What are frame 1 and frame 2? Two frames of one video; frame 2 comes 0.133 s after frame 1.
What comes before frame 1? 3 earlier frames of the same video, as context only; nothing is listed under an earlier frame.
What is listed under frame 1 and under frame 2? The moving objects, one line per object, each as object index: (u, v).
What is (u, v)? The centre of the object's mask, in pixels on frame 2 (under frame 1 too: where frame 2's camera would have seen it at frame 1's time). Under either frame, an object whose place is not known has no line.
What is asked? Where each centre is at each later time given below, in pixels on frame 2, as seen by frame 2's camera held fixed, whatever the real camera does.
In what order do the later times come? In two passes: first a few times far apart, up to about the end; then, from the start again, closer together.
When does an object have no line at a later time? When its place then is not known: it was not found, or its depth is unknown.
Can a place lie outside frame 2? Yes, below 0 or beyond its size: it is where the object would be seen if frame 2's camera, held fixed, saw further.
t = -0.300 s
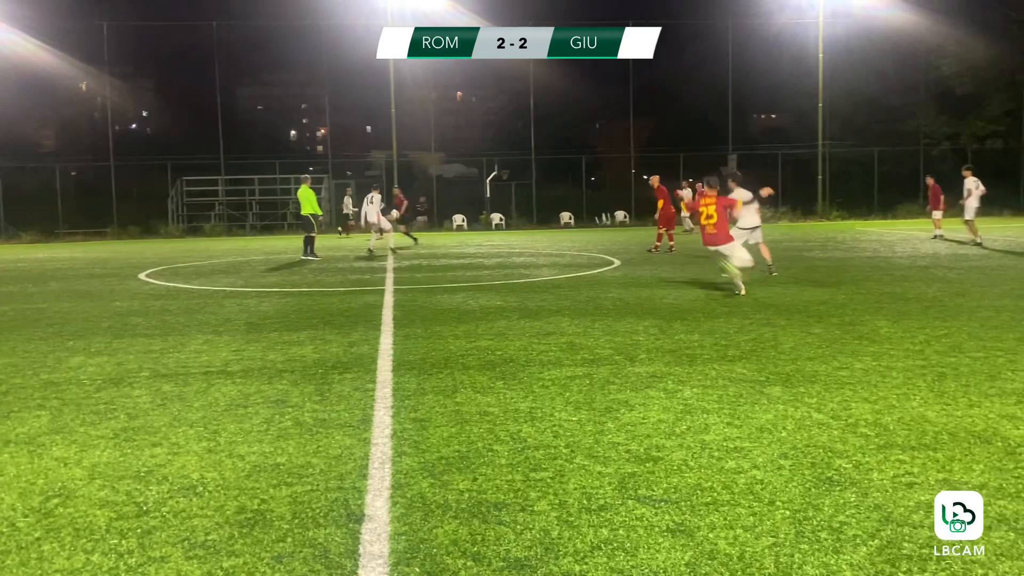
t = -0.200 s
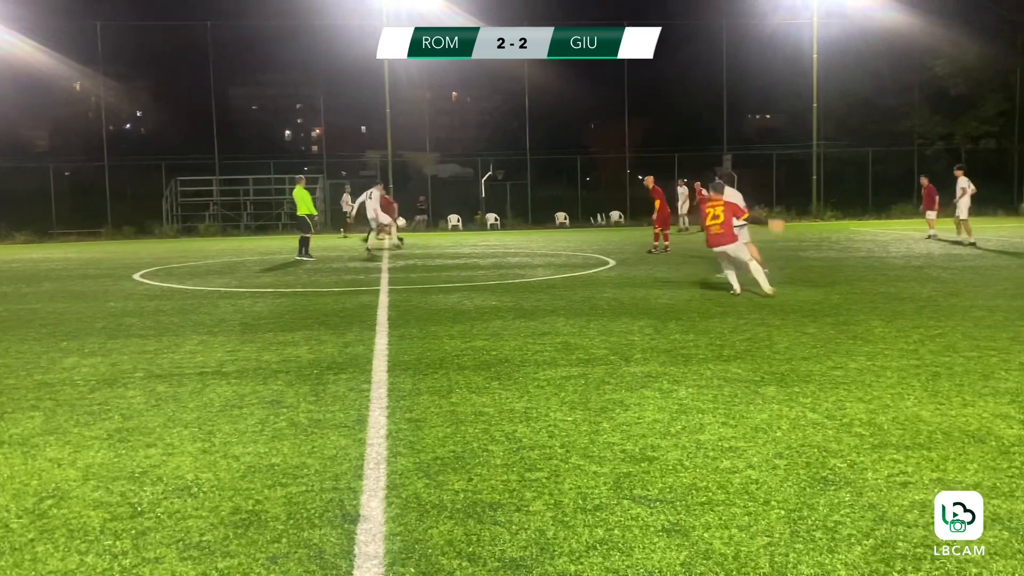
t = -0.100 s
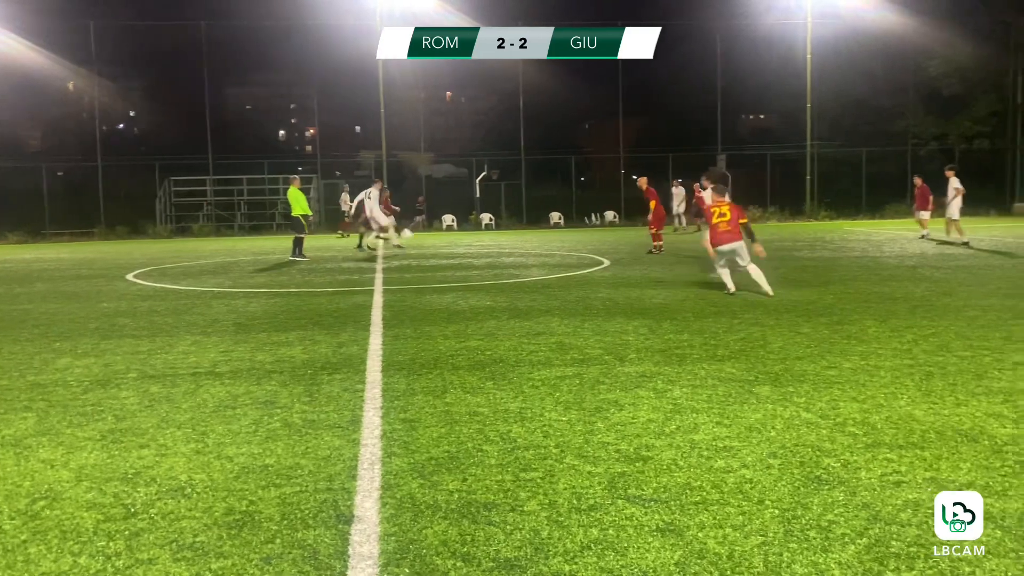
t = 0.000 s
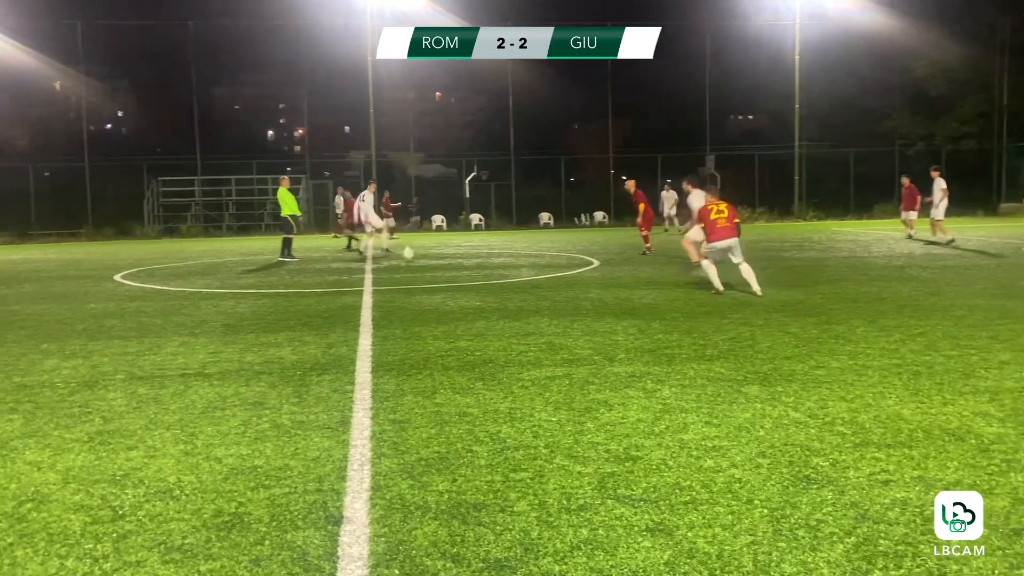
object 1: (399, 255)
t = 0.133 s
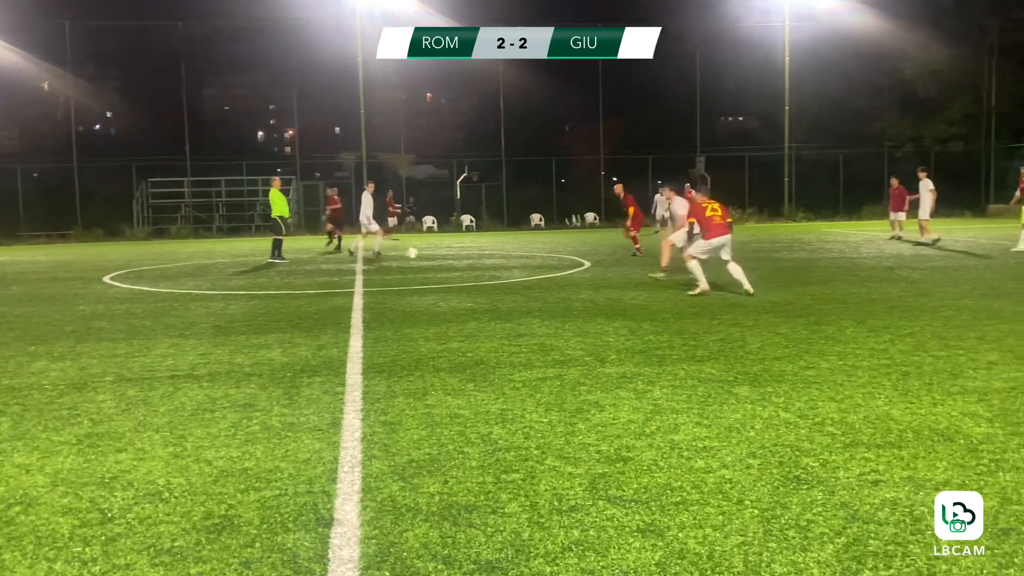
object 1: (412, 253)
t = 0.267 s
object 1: (426, 255)
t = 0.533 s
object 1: (457, 277)
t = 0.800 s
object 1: (489, 294)
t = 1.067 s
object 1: (531, 338)
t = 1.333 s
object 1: (585, 393)
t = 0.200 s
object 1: (419, 253)
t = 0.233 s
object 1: (422, 254)
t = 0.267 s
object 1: (426, 255)
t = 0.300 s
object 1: (429, 257)
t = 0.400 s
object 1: (441, 270)
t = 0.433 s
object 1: (445, 275)
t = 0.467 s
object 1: (449, 280)
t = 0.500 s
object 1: (453, 279)
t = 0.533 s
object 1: (457, 277)
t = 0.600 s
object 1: (464, 276)
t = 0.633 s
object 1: (467, 276)
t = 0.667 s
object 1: (472, 277)
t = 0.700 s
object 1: (475, 280)
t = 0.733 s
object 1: (480, 283)
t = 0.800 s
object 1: (489, 294)
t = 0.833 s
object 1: (495, 302)
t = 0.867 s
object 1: (499, 310)
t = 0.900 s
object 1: (504, 319)
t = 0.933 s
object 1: (509, 320)
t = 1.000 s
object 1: (520, 326)
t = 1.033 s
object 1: (525, 332)
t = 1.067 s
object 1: (531, 338)
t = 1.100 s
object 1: (537, 347)
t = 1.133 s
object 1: (542, 351)
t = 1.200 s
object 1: (555, 360)
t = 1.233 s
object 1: (562, 368)
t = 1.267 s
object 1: (569, 377)
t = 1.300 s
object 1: (577, 387)
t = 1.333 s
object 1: (585, 393)
